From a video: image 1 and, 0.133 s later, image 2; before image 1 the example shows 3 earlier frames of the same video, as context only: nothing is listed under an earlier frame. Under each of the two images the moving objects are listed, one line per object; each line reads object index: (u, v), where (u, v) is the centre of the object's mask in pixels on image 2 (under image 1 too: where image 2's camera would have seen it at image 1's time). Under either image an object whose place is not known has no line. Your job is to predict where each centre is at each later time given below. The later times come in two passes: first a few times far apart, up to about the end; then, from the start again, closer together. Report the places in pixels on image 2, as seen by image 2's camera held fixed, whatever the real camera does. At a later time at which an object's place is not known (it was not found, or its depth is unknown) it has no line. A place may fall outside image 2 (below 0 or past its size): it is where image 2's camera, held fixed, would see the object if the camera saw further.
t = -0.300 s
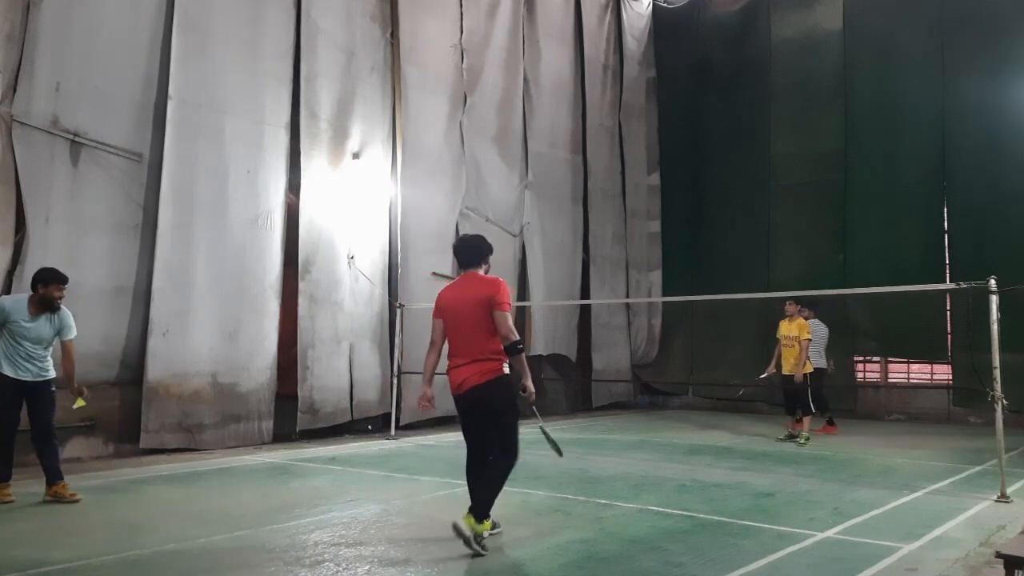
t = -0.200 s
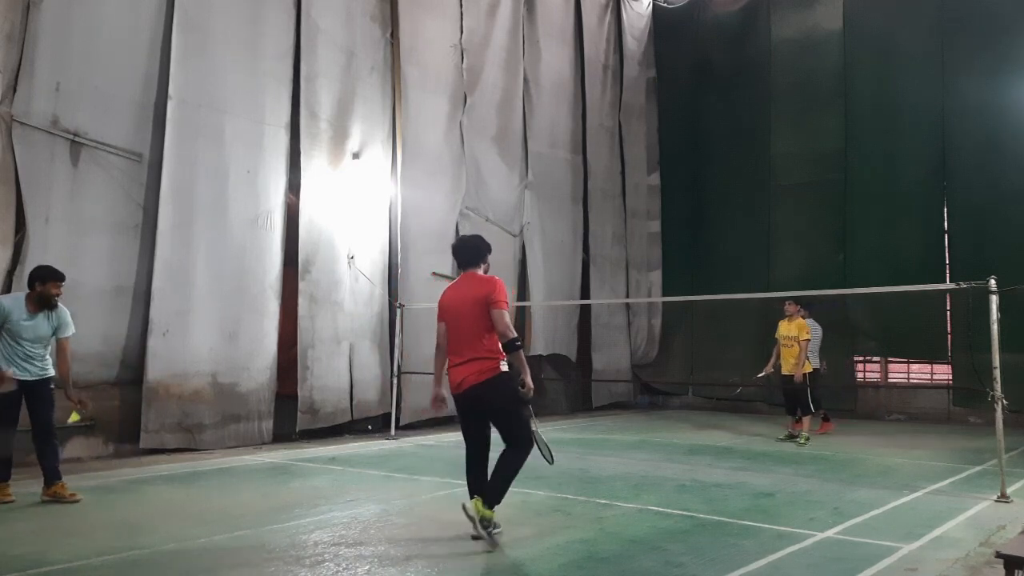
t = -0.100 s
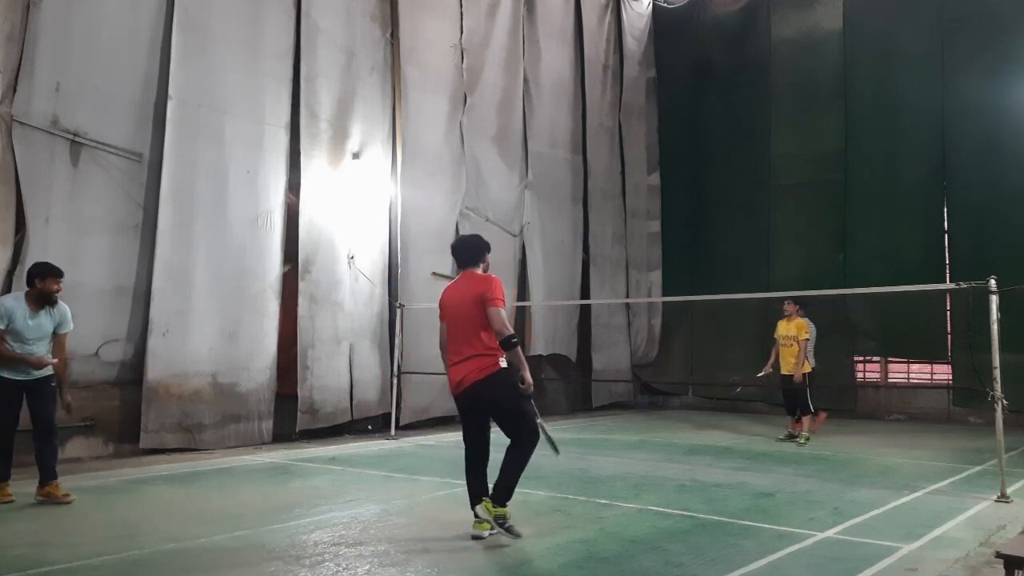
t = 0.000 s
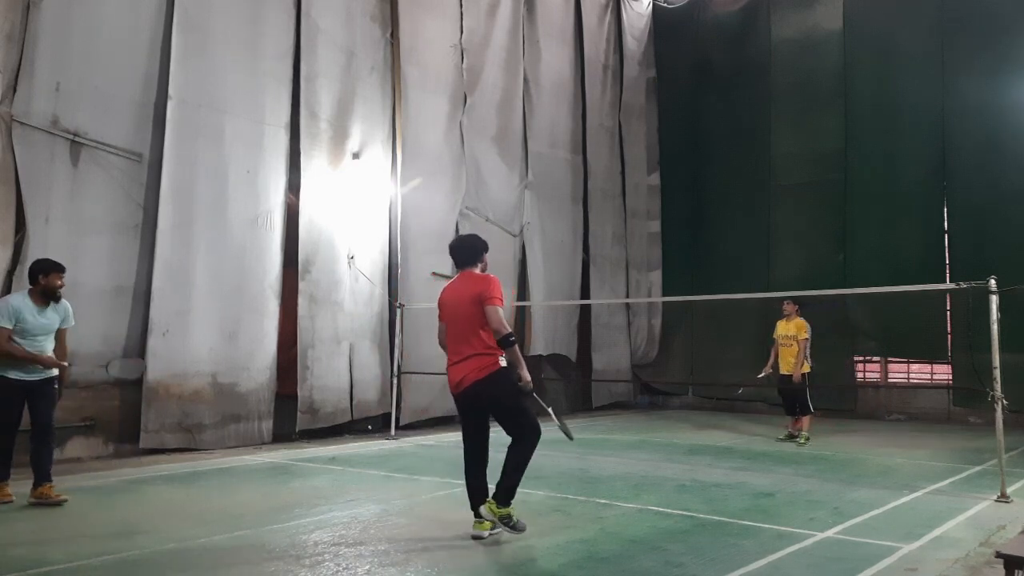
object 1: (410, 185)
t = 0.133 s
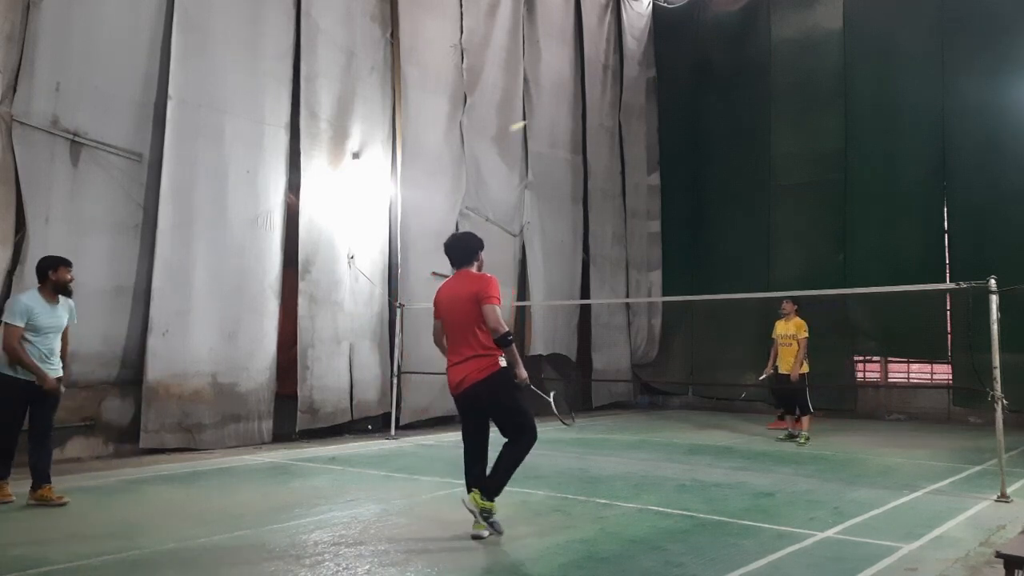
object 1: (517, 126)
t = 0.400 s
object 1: (639, 97)
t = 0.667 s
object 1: (715, 133)
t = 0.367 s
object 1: (628, 97)
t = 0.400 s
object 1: (639, 97)
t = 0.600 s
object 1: (698, 120)
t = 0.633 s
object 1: (707, 126)
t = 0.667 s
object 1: (715, 133)
